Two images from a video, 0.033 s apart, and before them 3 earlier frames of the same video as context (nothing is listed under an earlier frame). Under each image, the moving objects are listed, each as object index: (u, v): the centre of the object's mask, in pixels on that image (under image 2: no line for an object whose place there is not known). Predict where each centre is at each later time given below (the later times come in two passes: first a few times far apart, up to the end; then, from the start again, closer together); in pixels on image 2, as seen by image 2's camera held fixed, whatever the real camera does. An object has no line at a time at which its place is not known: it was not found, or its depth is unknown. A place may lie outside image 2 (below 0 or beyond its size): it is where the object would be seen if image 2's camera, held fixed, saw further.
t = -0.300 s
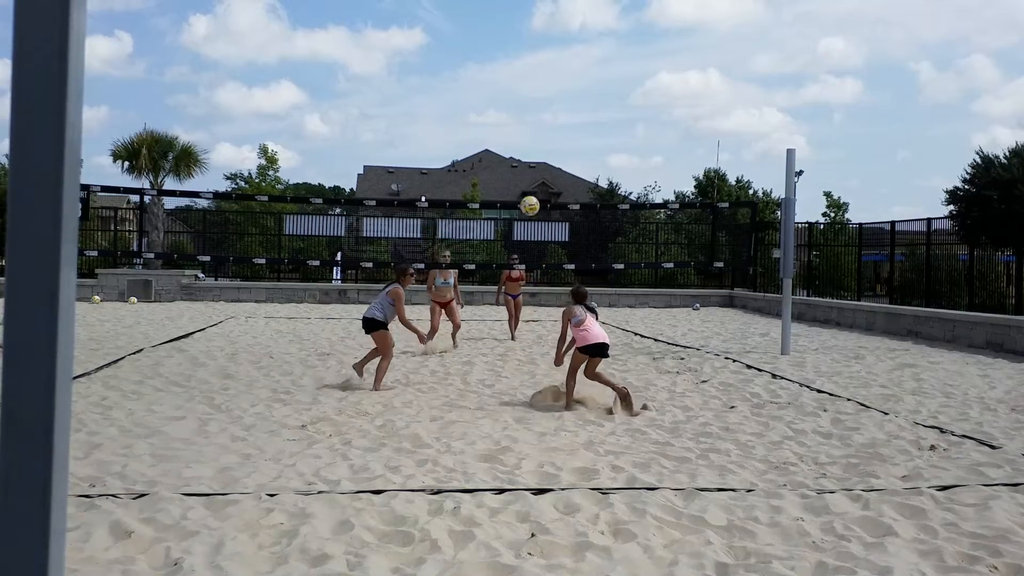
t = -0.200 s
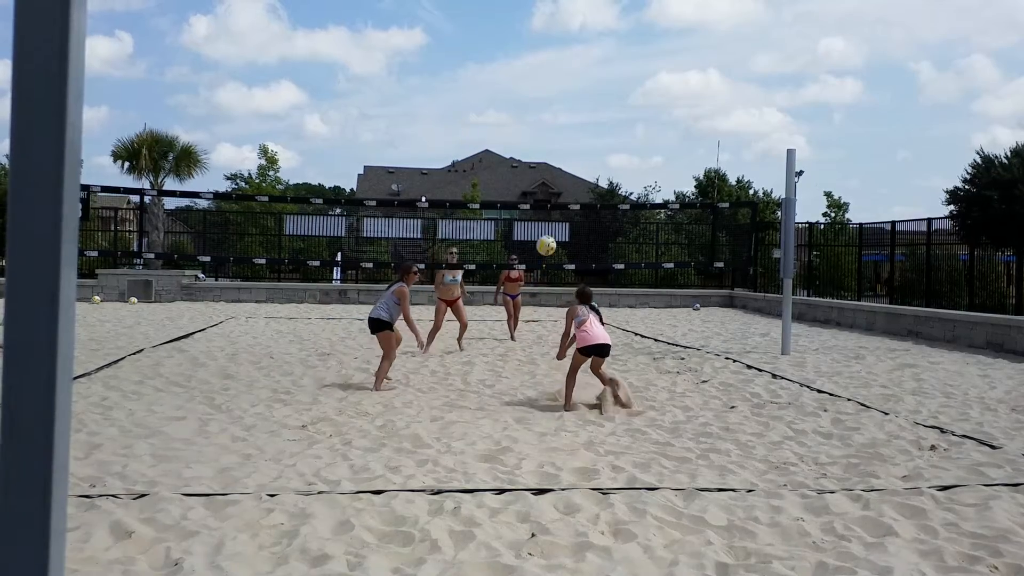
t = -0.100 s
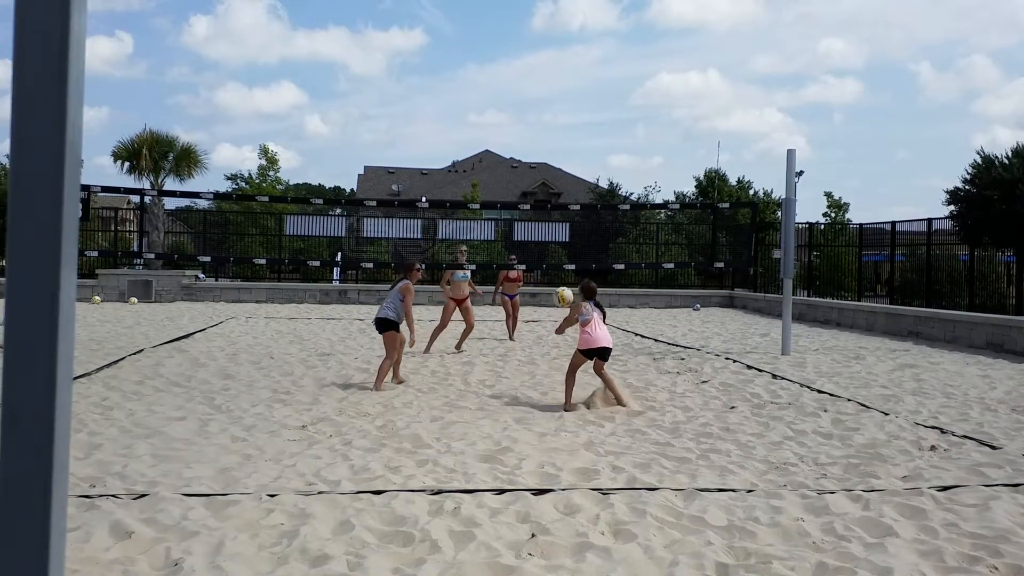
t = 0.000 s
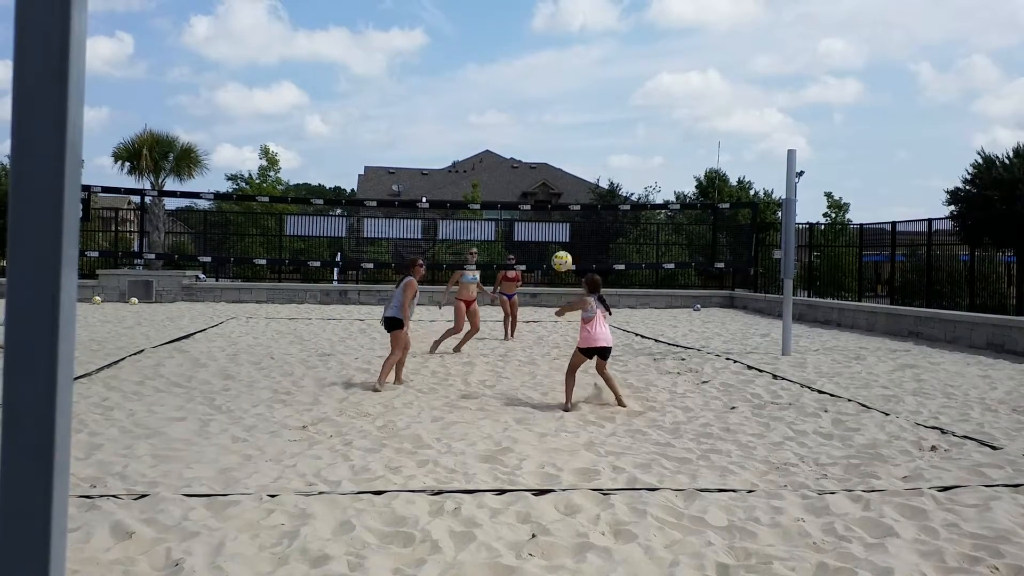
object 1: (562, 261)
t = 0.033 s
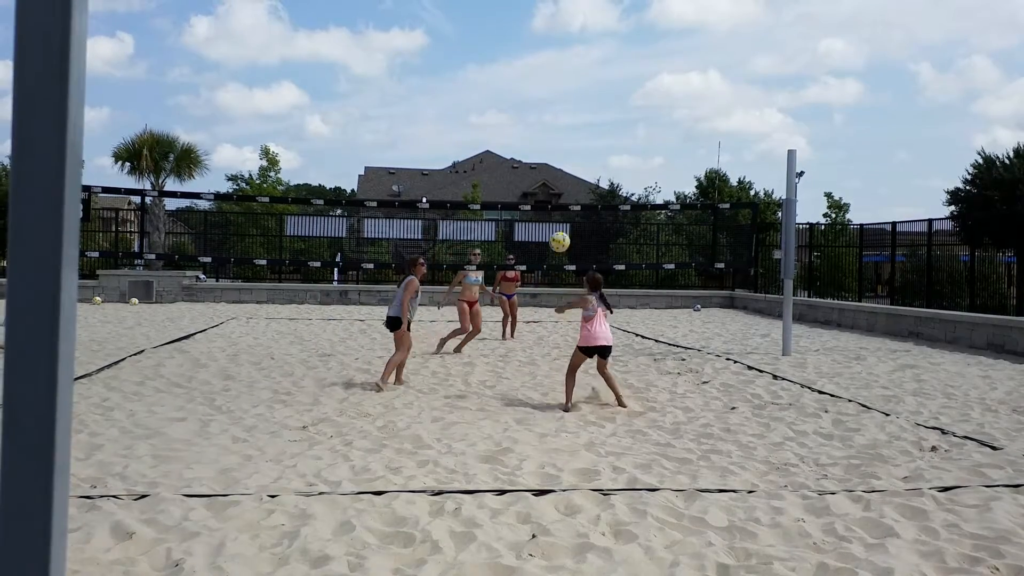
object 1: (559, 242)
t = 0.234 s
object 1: (544, 146)
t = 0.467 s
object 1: (523, 82)
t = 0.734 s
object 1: (500, 69)
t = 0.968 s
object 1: (480, 107)
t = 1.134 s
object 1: (466, 161)
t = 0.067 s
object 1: (557, 223)
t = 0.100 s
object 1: (554, 206)
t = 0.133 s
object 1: (552, 190)
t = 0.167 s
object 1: (549, 174)
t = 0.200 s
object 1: (546, 160)
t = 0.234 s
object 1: (544, 146)
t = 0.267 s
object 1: (541, 134)
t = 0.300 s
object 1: (538, 123)
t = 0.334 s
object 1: (535, 112)
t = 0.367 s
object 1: (532, 103)
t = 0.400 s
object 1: (529, 95)
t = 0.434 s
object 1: (526, 89)
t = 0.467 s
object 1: (523, 82)
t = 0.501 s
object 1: (521, 77)
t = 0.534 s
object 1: (518, 73)
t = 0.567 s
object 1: (515, 69)
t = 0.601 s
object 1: (512, 68)
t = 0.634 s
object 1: (510, 66)
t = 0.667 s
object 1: (507, 66)
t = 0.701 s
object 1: (504, 67)
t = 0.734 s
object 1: (500, 69)
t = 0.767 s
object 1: (498, 72)
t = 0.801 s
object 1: (495, 75)
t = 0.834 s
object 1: (492, 79)
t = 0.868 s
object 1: (489, 85)
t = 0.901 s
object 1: (486, 91)
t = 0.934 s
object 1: (483, 98)
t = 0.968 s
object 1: (480, 107)
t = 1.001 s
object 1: (477, 116)
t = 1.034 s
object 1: (474, 126)
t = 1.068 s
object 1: (471, 136)
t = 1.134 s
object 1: (466, 161)
